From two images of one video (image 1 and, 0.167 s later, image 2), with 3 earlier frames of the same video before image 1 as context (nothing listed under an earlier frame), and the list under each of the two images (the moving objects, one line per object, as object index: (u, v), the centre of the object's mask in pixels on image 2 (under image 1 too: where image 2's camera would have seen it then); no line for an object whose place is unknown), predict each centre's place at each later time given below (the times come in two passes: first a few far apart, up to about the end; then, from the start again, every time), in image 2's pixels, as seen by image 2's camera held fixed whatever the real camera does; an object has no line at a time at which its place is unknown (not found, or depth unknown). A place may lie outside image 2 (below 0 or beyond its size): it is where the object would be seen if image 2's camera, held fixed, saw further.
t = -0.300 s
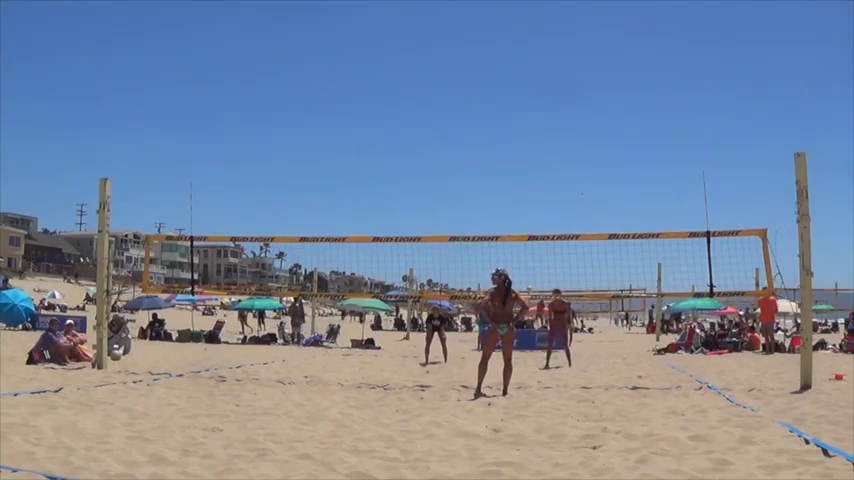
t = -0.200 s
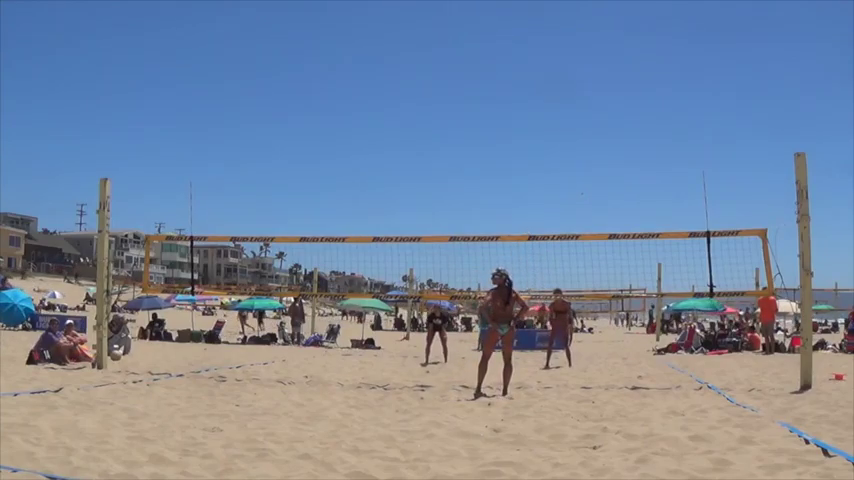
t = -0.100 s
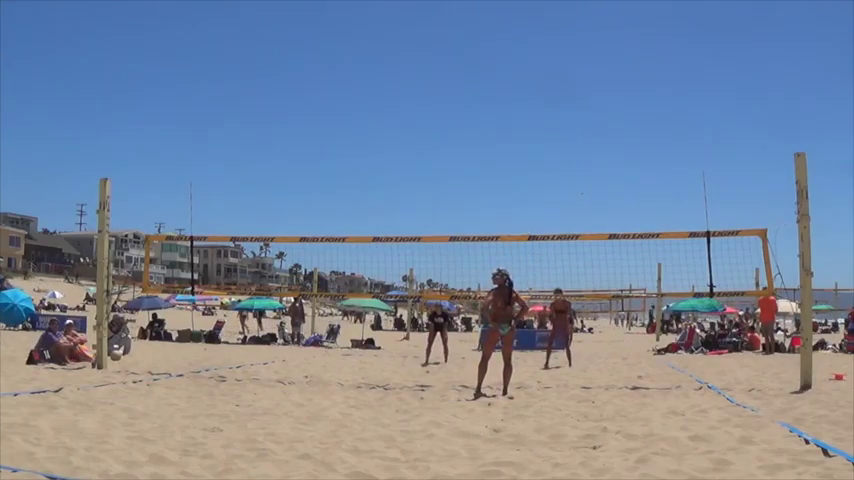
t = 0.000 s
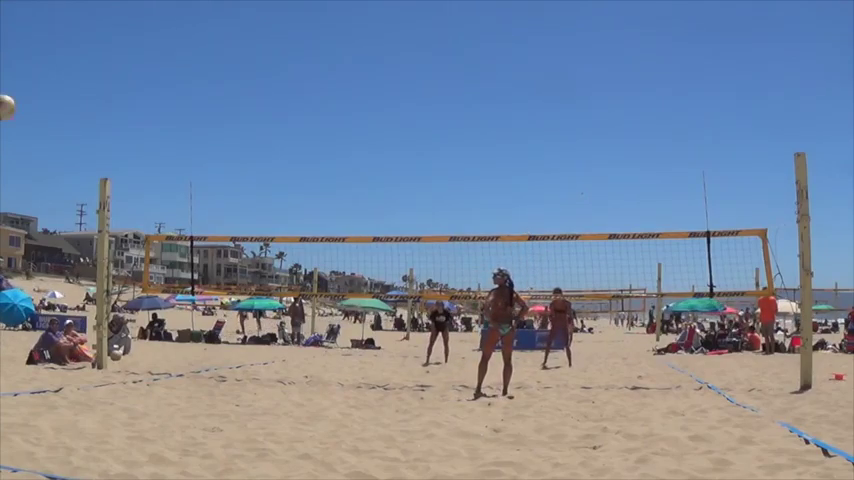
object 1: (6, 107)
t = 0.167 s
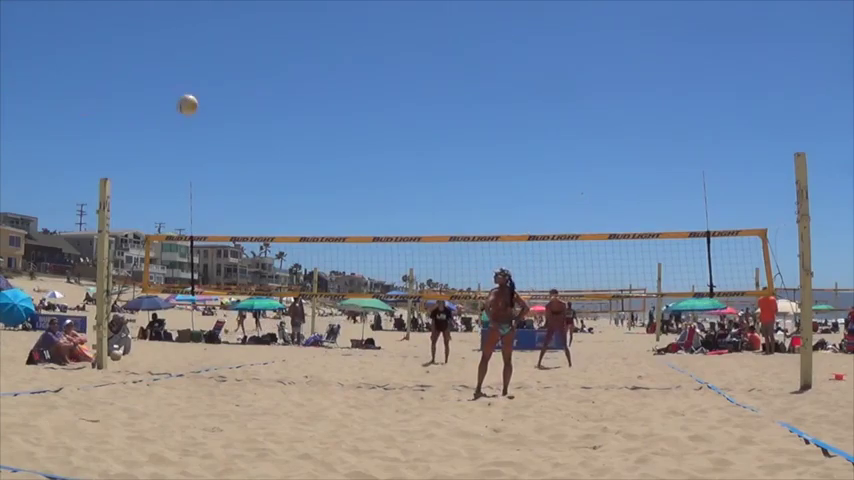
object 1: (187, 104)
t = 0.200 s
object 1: (216, 106)
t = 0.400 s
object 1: (344, 133)
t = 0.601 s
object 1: (426, 175)
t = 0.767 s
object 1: (474, 219)
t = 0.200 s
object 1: (216, 106)
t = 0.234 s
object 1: (242, 109)
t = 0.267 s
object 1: (265, 113)
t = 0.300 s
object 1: (288, 117)
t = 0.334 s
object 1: (308, 121)
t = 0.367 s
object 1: (327, 126)
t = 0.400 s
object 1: (344, 133)
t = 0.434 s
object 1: (360, 139)
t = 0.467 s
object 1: (375, 145)
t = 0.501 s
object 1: (389, 152)
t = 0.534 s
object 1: (402, 159)
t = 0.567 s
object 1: (414, 167)
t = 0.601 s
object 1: (426, 175)
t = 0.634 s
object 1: (437, 182)
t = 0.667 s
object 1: (447, 191)
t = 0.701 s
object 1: (456, 200)
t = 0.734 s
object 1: (465, 209)
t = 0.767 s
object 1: (474, 219)
